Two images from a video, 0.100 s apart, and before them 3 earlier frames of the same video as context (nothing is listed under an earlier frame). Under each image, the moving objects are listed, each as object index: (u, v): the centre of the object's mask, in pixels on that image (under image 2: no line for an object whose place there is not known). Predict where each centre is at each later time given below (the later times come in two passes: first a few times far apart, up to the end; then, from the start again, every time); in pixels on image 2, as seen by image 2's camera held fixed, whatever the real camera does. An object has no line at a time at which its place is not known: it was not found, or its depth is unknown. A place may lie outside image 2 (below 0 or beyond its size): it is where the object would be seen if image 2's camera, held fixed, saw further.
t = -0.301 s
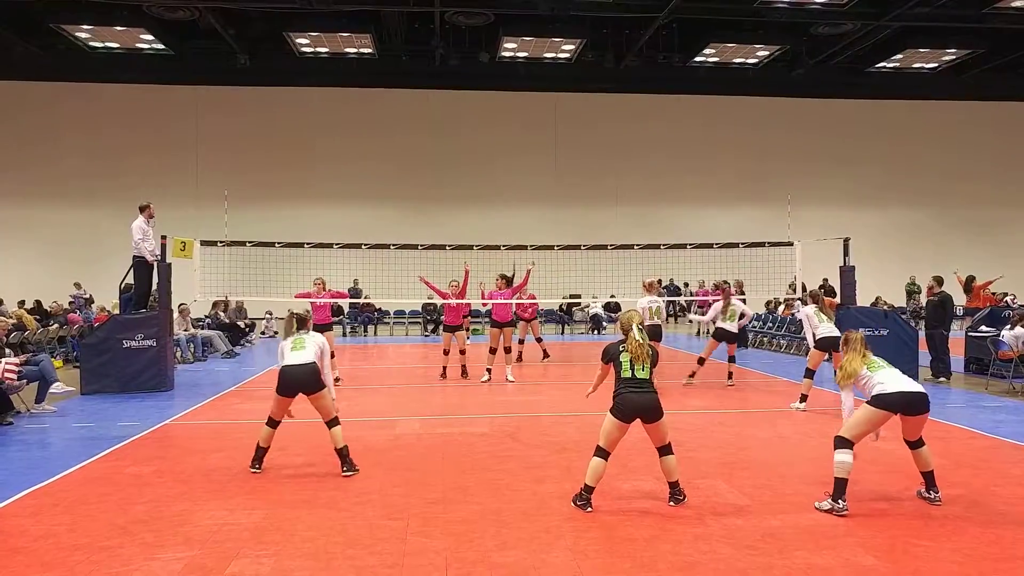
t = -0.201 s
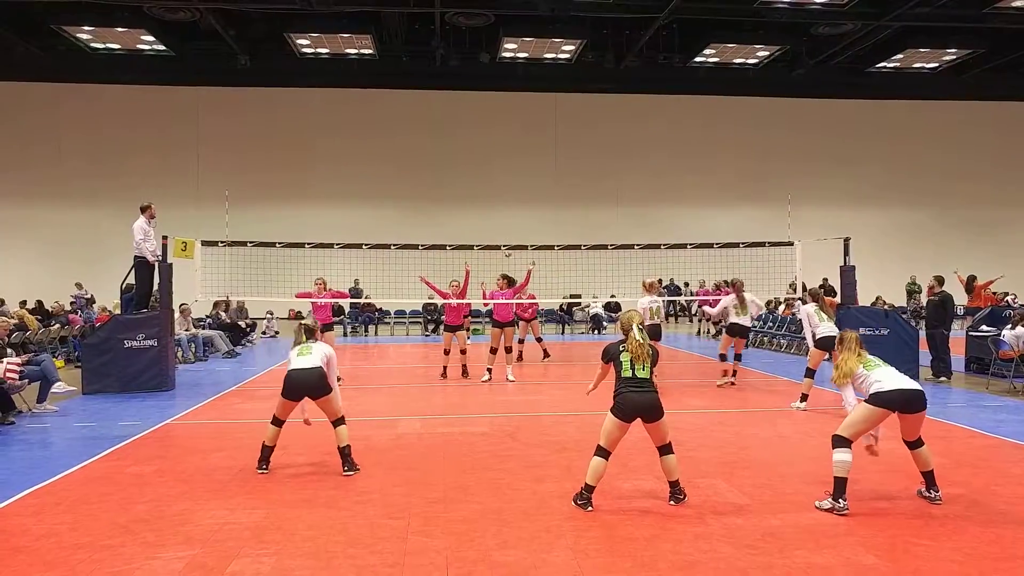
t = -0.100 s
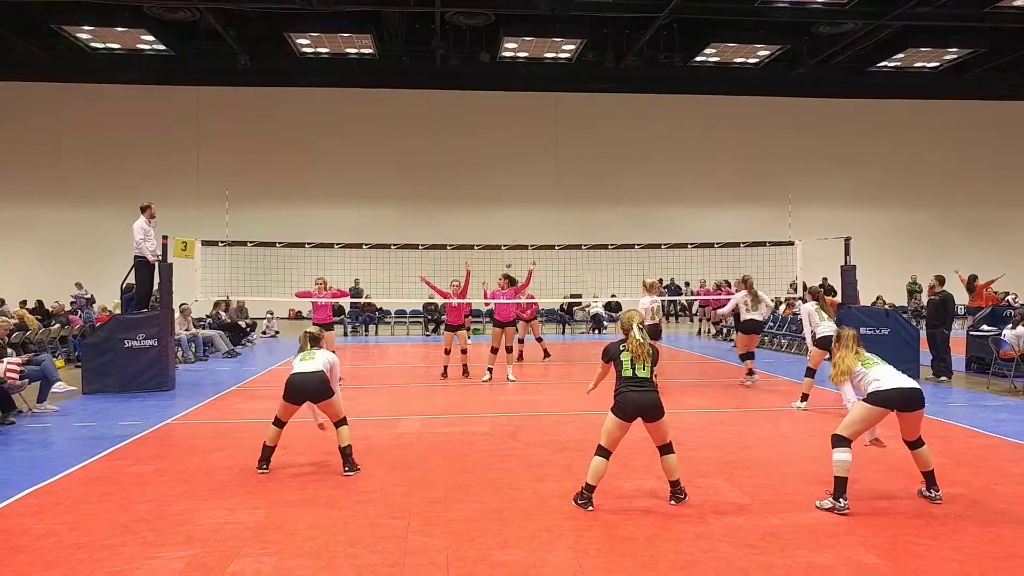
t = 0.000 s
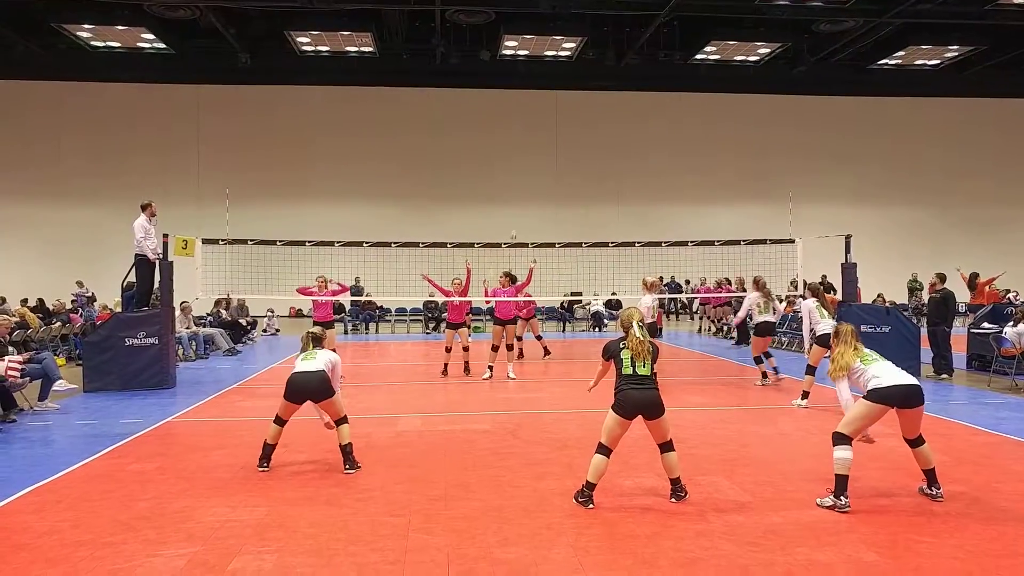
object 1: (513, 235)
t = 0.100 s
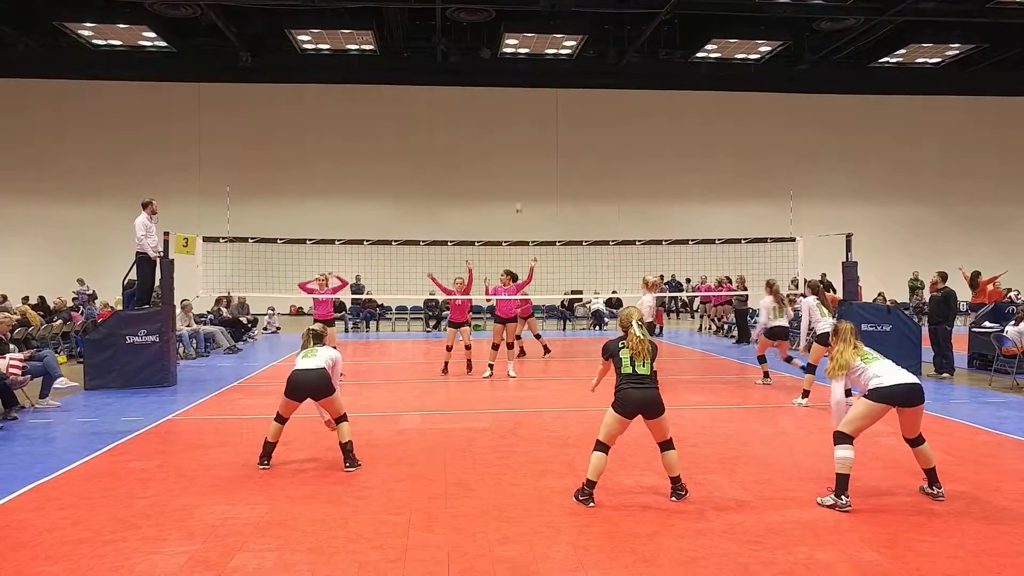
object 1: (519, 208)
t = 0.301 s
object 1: (530, 160)
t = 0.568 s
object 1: (542, 112)
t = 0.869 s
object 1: (562, 96)
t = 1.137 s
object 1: (584, 142)
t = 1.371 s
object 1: (614, 259)
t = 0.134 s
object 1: (520, 200)
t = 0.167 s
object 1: (522, 191)
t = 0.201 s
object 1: (524, 183)
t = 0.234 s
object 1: (526, 176)
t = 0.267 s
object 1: (528, 168)
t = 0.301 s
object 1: (530, 160)
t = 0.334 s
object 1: (532, 154)
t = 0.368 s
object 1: (532, 147)
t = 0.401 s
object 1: (534, 140)
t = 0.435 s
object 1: (535, 133)
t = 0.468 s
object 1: (536, 127)
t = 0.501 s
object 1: (538, 122)
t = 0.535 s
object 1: (540, 116)
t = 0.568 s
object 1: (542, 112)
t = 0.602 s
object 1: (544, 108)
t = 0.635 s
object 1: (545, 104)
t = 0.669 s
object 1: (547, 101)
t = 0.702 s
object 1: (549, 98)
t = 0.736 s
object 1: (551, 96)
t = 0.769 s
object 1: (554, 95)
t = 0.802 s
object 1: (556, 95)
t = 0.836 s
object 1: (559, 95)
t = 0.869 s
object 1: (562, 96)
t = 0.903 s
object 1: (564, 99)
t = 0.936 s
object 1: (567, 102)
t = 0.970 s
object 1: (570, 106)
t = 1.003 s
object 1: (572, 110)
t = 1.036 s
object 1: (575, 116)
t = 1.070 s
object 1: (578, 123)
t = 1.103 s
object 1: (581, 132)
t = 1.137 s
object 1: (584, 142)
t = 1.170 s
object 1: (588, 152)
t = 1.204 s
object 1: (590, 165)
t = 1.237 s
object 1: (594, 179)
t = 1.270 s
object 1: (599, 195)
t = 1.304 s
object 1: (602, 213)
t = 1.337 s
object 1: (608, 232)
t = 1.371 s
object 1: (614, 259)
